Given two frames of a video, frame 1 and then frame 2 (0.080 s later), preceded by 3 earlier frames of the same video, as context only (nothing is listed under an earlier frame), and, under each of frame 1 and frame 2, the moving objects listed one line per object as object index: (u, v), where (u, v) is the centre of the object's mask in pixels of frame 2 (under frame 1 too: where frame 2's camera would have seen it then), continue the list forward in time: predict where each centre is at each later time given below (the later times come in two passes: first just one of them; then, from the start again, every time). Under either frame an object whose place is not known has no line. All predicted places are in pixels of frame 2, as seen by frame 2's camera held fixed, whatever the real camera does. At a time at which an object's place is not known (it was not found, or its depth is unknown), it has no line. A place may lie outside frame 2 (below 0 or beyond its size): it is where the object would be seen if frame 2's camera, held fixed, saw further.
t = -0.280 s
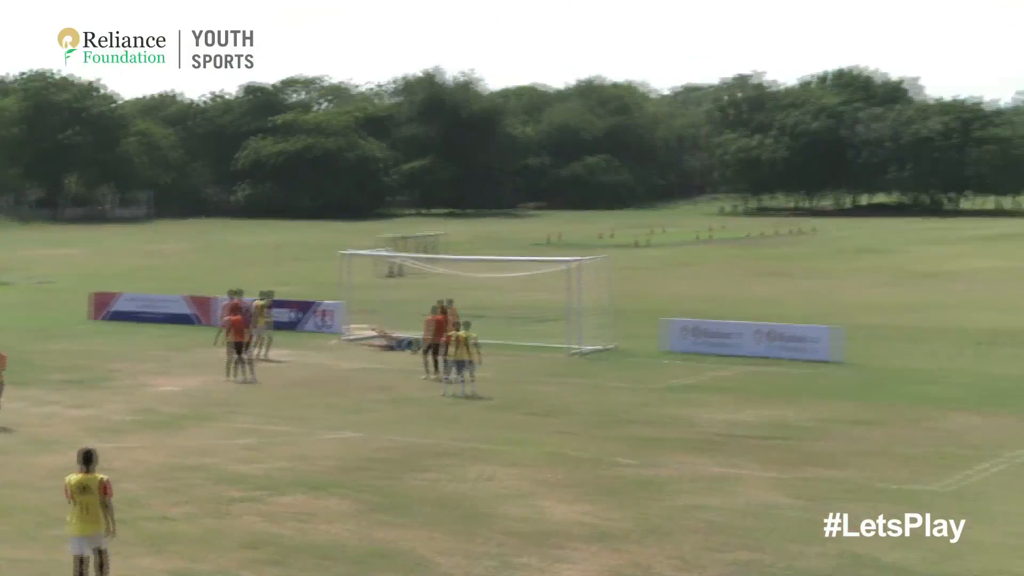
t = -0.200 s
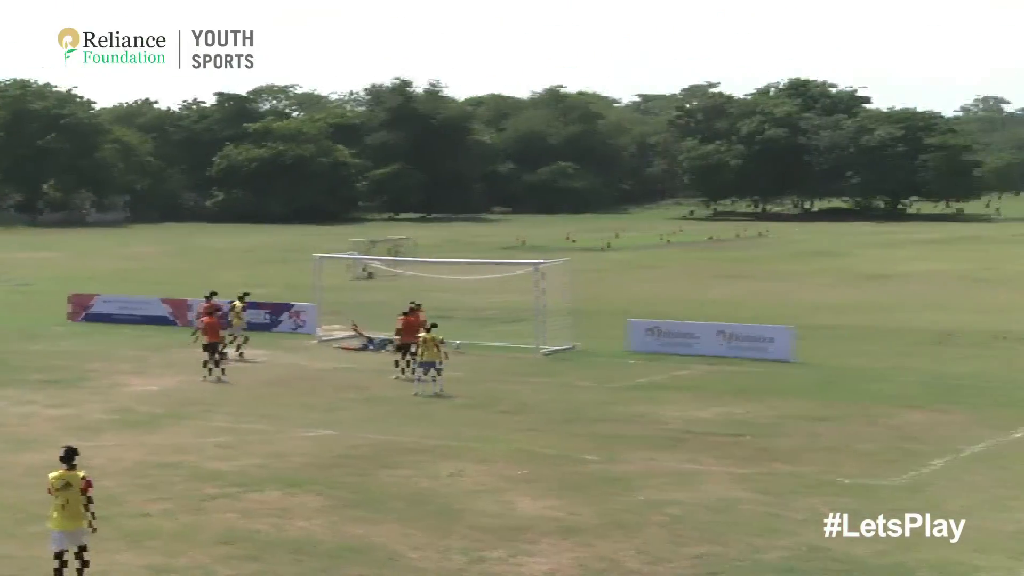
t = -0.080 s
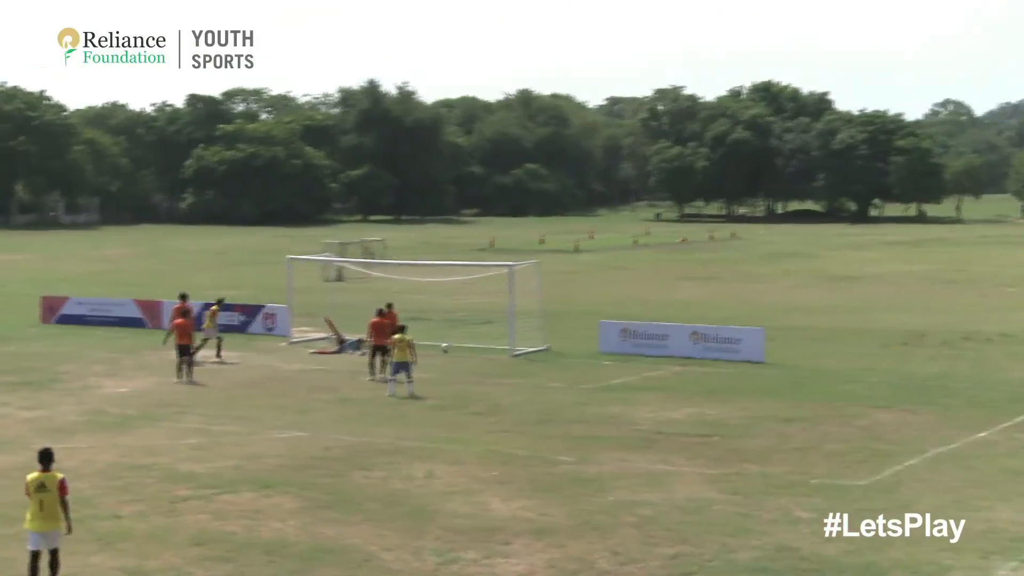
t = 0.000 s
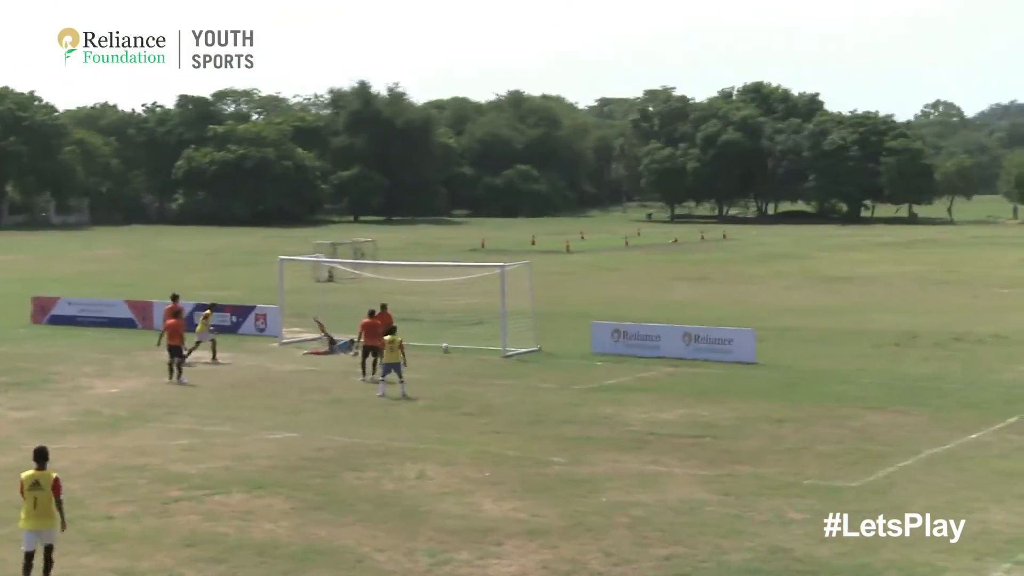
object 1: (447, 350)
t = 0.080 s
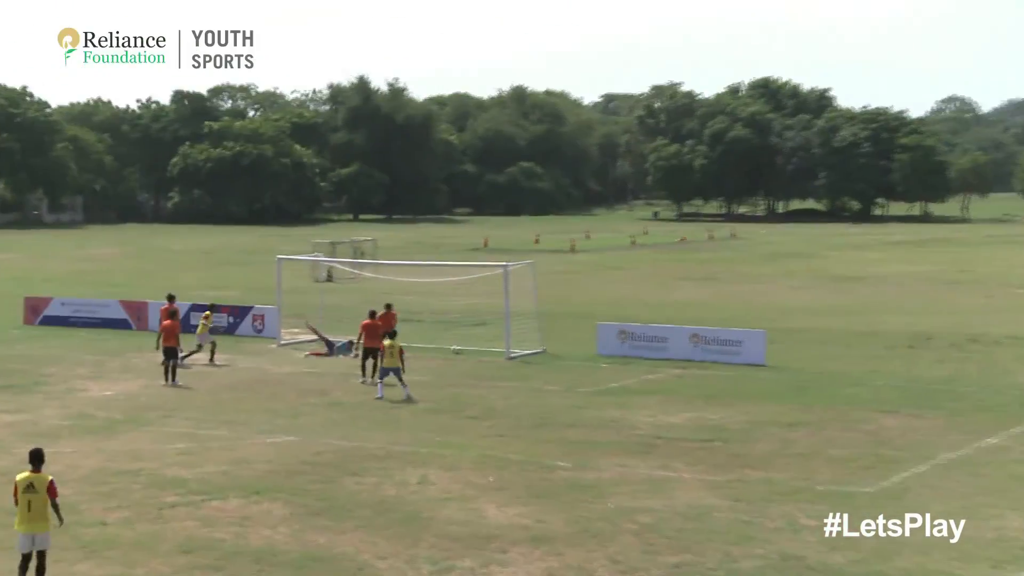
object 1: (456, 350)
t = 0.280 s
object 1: (481, 348)
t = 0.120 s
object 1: (461, 350)
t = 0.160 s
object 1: (466, 350)
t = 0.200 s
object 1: (471, 349)
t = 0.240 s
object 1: (476, 348)
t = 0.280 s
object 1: (481, 348)
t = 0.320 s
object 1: (485, 348)
